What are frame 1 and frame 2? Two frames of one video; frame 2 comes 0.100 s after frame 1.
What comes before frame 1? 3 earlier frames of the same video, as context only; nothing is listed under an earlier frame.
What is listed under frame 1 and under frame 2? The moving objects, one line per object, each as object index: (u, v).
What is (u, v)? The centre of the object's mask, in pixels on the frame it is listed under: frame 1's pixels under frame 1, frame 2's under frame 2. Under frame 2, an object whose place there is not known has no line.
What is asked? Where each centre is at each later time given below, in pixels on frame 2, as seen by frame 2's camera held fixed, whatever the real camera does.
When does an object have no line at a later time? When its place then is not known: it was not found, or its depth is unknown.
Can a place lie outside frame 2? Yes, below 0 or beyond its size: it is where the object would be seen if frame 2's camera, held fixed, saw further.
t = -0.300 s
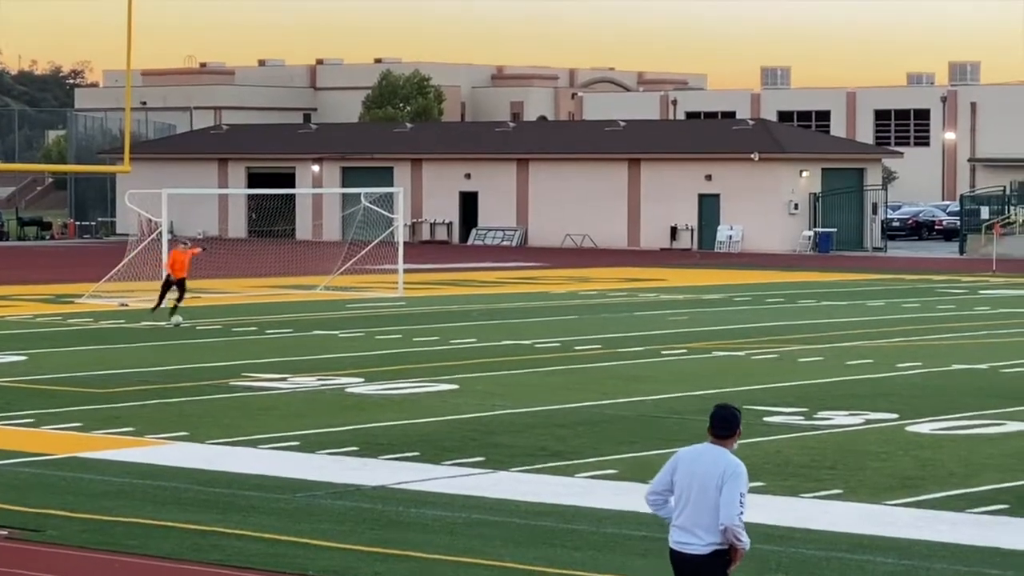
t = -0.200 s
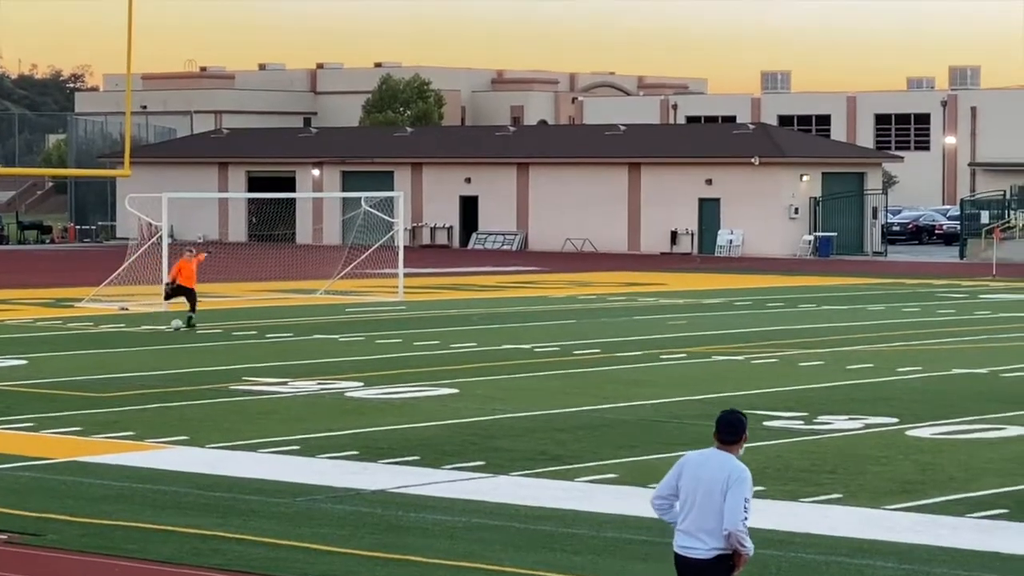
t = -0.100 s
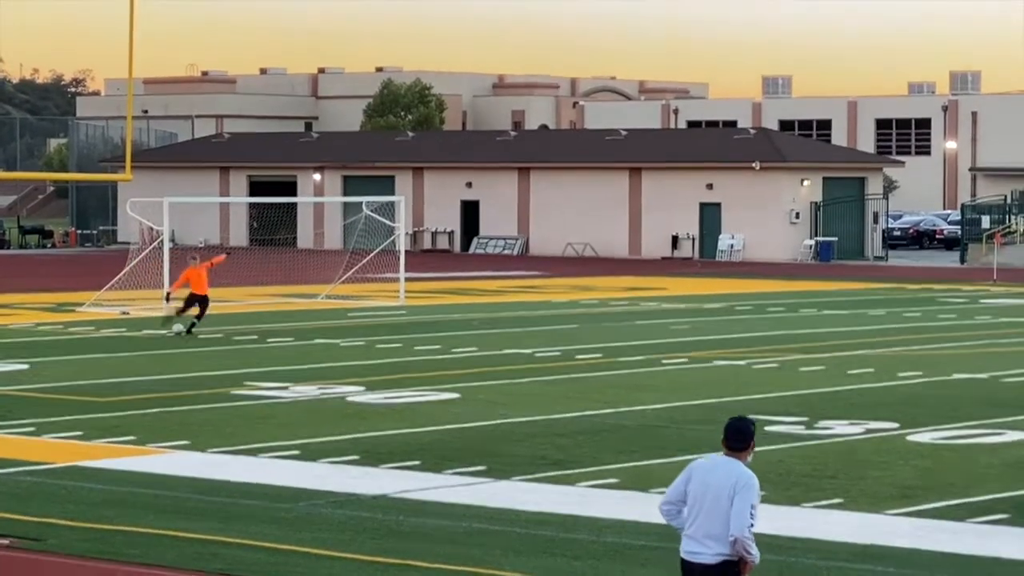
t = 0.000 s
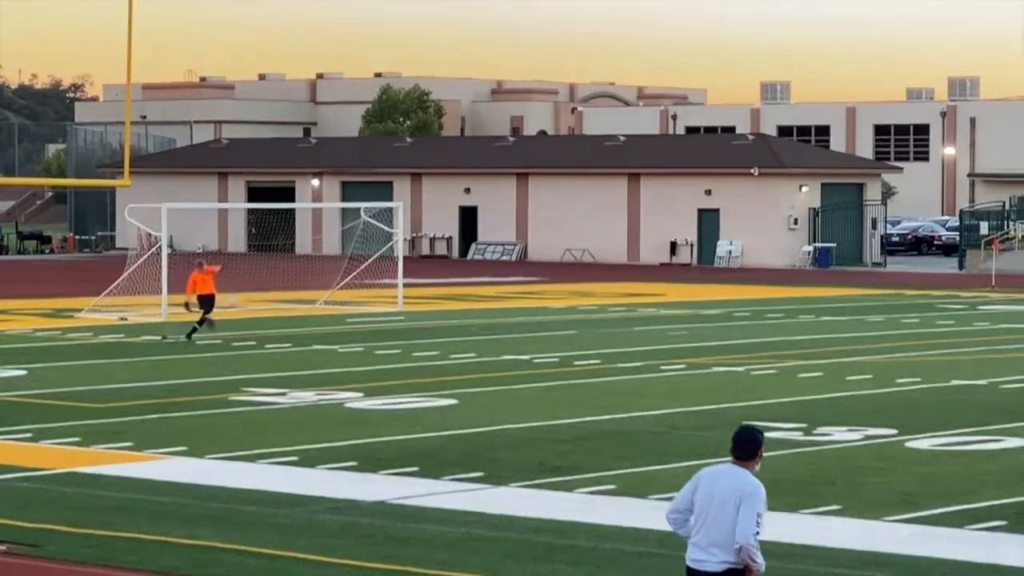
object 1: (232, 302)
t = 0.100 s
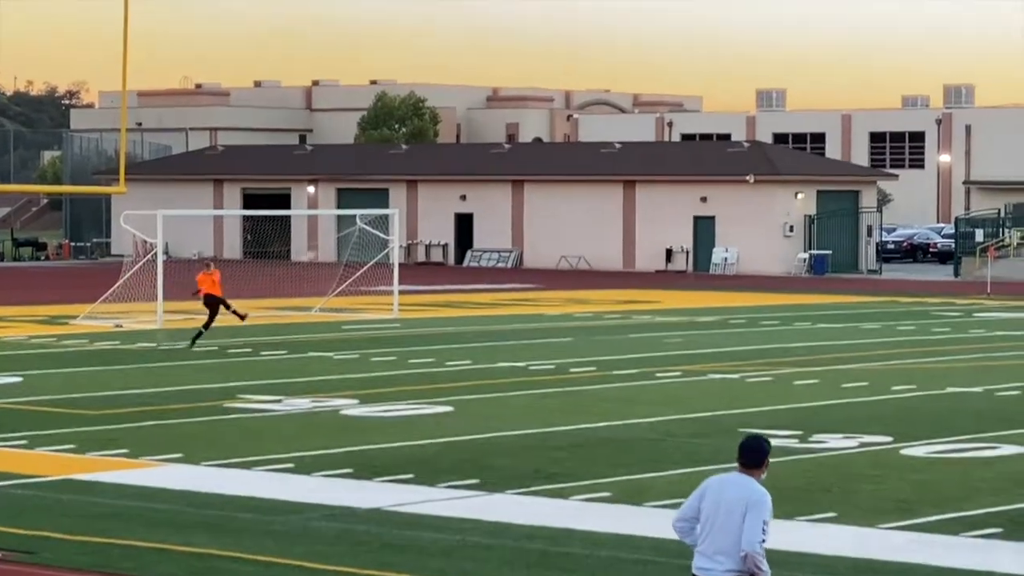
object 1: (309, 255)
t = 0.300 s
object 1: (482, 151)
